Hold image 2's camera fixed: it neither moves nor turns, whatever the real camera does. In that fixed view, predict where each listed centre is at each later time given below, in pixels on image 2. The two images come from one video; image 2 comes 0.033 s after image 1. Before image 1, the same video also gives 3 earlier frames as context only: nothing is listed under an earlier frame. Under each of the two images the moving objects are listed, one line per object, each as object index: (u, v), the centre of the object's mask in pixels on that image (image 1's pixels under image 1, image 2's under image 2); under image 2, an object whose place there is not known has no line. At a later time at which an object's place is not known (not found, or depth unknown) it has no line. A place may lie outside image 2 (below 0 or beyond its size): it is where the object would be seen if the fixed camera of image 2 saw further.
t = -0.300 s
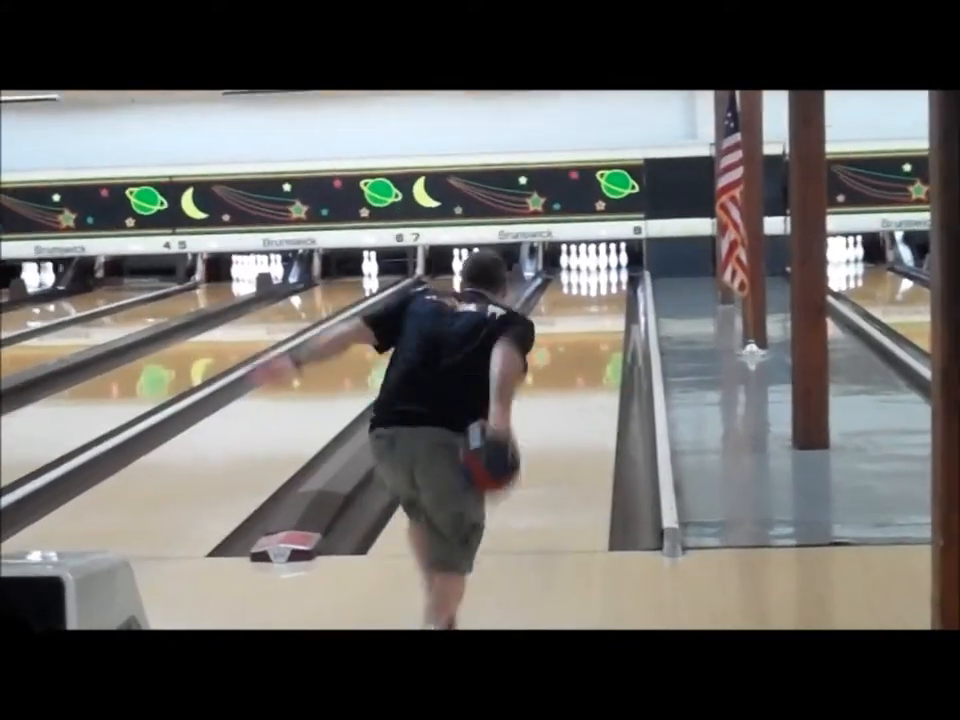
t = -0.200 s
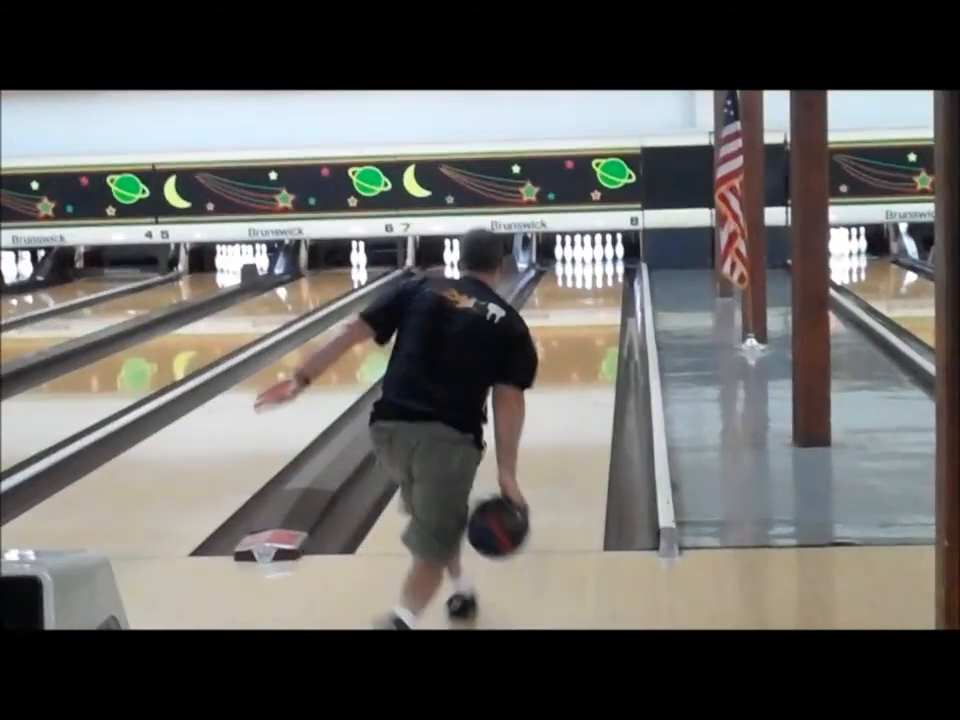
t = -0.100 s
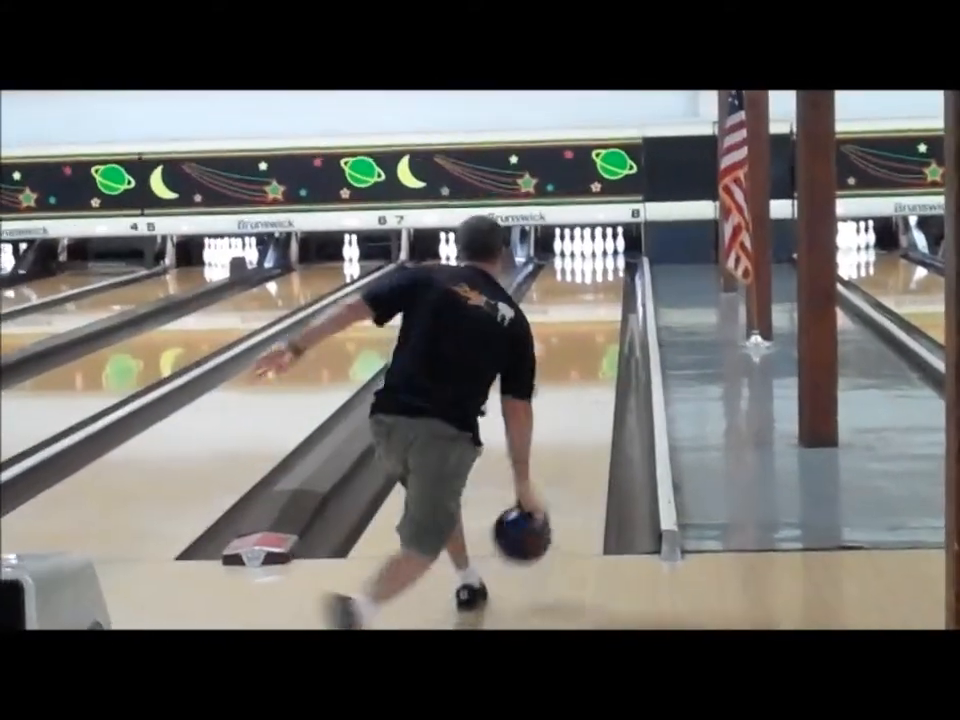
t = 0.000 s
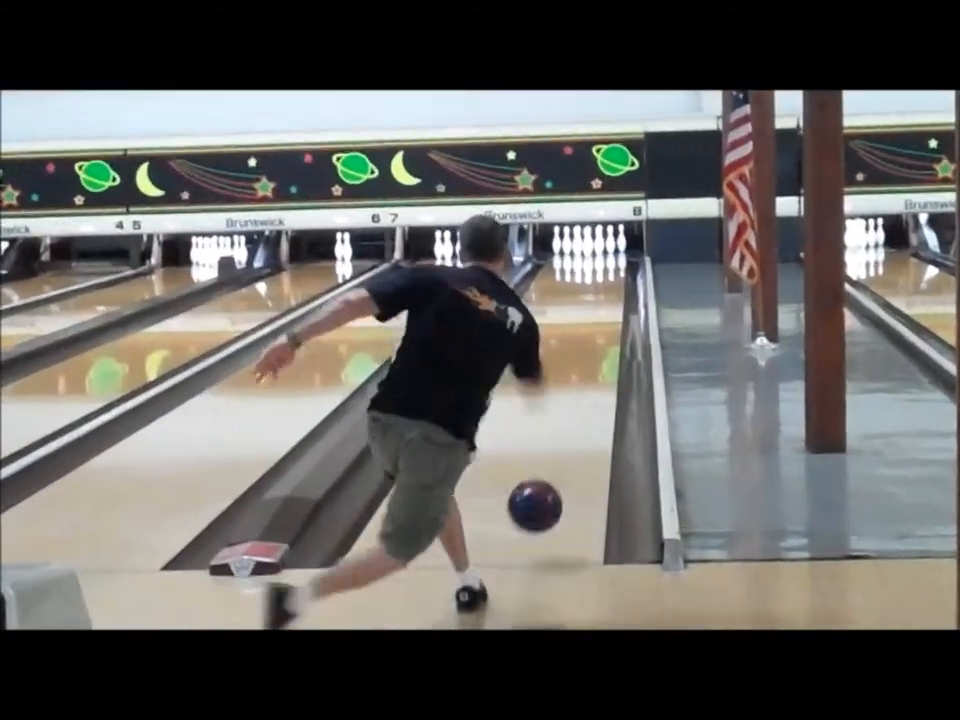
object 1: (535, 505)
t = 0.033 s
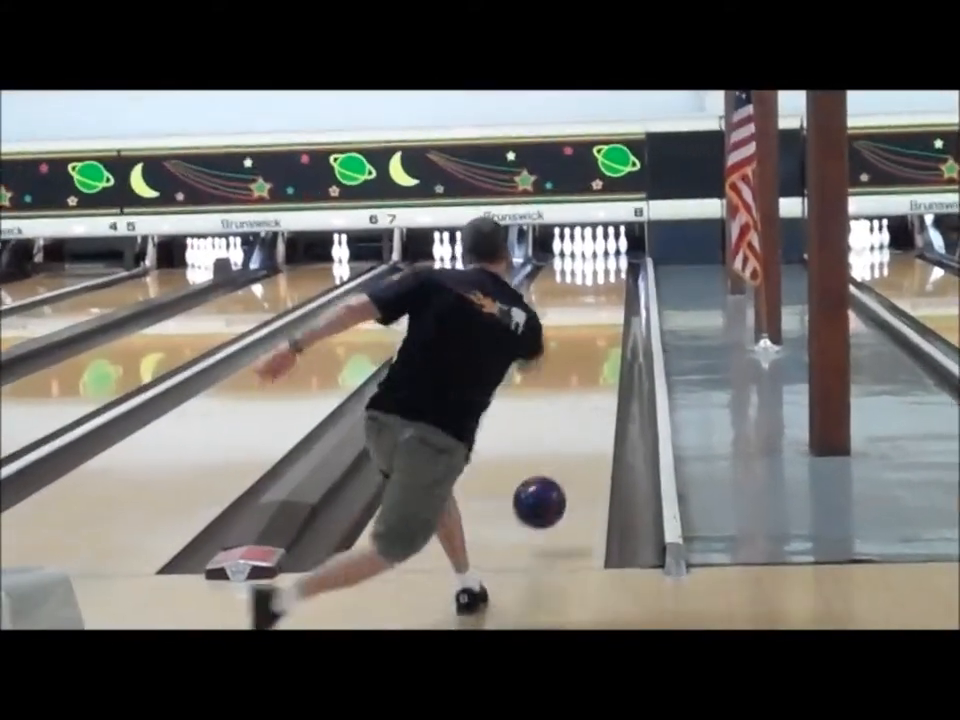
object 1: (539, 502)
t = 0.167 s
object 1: (553, 480)
